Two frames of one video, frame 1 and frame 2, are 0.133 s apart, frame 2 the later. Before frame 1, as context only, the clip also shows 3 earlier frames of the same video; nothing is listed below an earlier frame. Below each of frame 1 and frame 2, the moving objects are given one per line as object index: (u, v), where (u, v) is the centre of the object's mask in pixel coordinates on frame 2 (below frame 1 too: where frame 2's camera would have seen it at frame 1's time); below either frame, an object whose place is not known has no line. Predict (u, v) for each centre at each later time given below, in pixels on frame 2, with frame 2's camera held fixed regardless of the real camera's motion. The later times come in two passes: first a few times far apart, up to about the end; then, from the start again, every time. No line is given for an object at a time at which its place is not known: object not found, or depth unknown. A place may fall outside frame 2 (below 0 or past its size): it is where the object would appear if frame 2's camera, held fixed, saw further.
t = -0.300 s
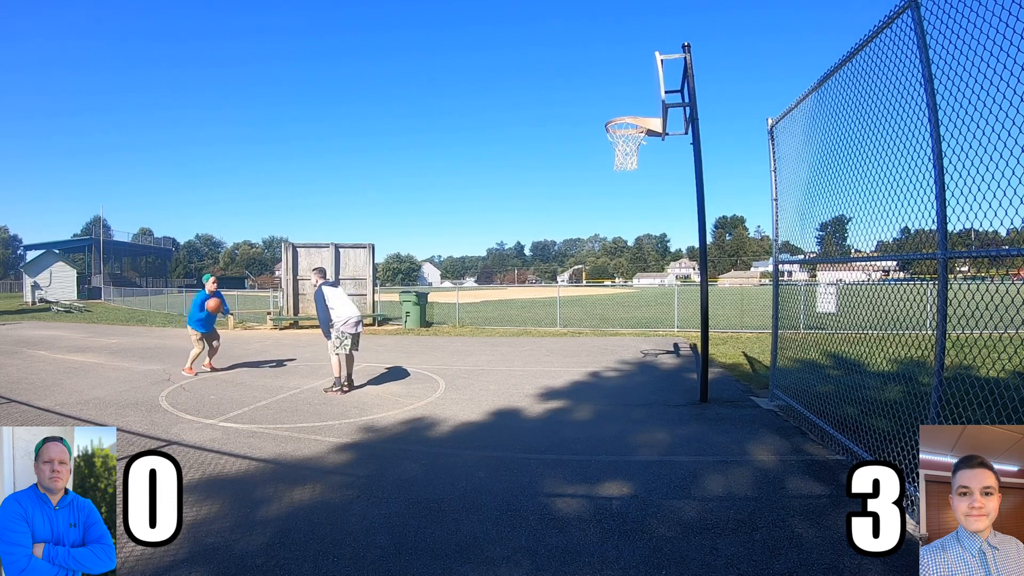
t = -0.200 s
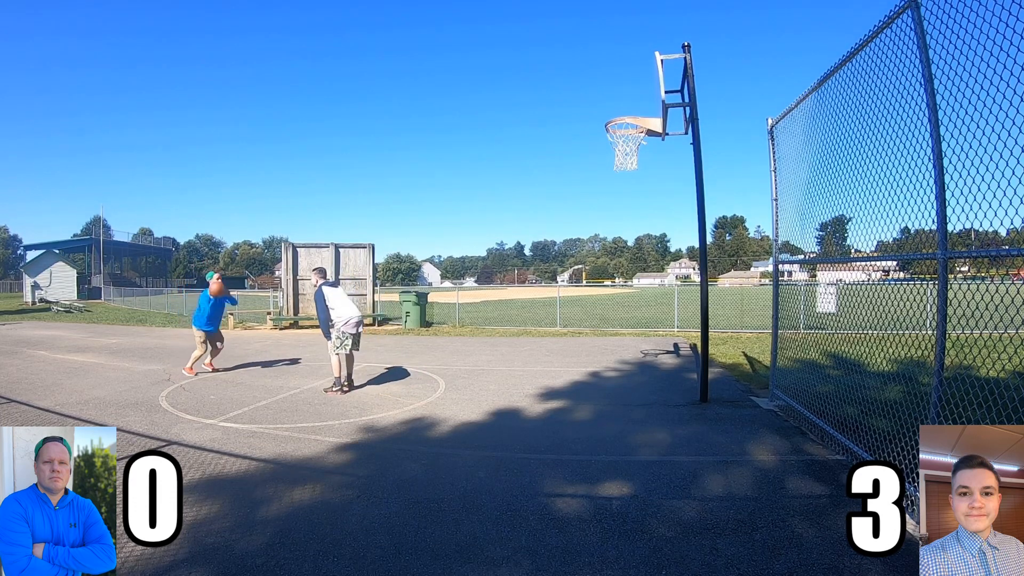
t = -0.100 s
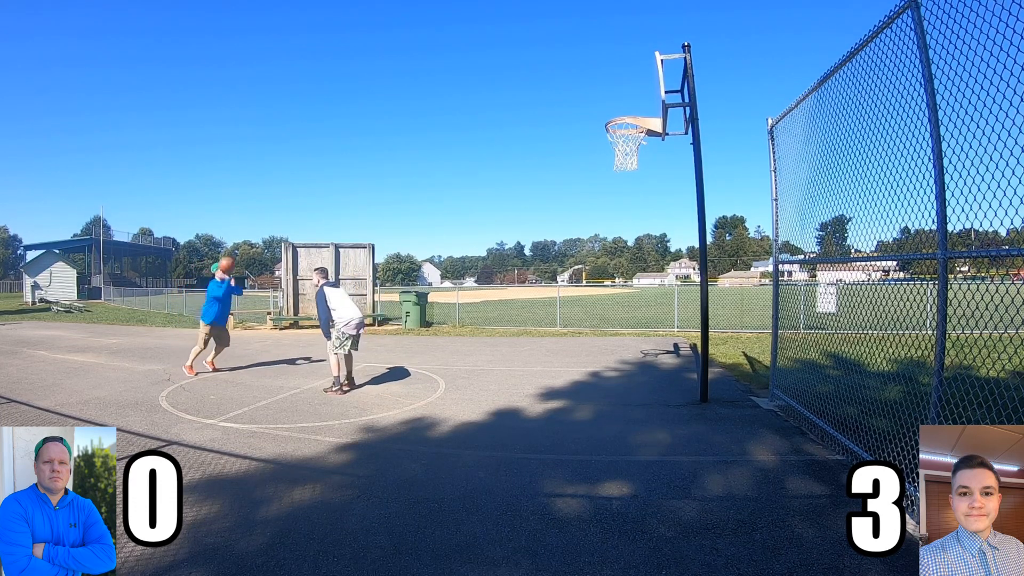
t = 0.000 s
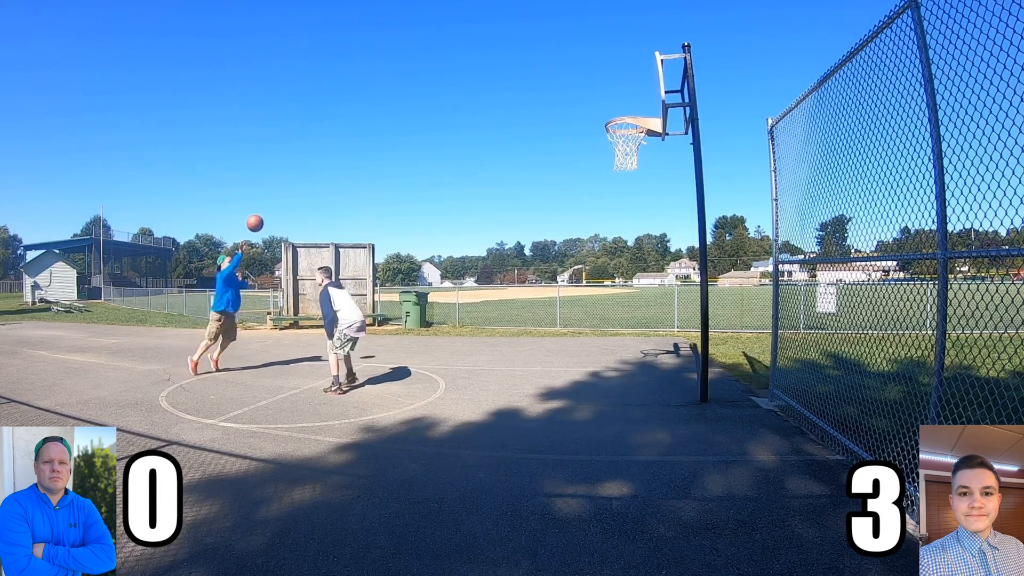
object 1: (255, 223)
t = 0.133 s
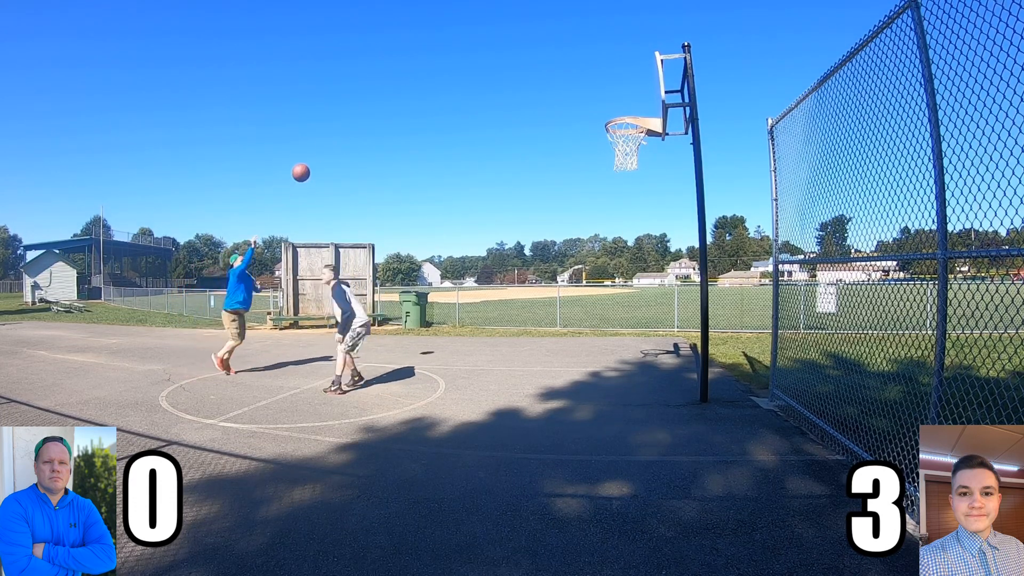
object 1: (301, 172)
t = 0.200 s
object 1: (326, 151)
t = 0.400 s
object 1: (407, 107)
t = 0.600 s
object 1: (495, 95)
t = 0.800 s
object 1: (589, 117)
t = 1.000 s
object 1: (535, 100)
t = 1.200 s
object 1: (468, 108)
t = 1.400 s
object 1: (404, 148)
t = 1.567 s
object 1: (356, 204)
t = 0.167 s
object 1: (313, 161)
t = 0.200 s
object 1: (326, 151)
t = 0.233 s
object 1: (338, 142)
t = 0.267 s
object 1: (352, 133)
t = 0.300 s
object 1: (365, 126)
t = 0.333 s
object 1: (379, 119)
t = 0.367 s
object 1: (393, 113)
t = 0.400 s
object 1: (407, 107)
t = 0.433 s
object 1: (421, 103)
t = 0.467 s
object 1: (435, 100)
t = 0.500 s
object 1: (450, 97)
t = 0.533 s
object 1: (465, 95)
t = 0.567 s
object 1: (479, 94)
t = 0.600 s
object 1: (495, 95)
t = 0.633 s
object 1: (510, 96)
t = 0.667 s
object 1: (526, 98)
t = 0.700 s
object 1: (541, 101)
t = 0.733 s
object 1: (557, 105)
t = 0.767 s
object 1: (573, 110)
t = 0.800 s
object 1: (589, 117)
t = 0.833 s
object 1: (595, 119)
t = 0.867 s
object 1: (583, 114)
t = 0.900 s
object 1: (571, 109)
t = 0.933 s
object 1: (559, 105)
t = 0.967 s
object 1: (547, 102)
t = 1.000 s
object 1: (535, 100)
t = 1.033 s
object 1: (524, 99)
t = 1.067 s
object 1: (512, 99)
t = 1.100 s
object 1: (501, 100)
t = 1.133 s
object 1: (490, 101)
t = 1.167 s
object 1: (478, 104)
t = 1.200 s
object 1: (468, 108)
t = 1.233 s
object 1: (457, 112)
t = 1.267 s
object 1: (446, 118)
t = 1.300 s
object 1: (435, 124)
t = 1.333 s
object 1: (425, 131)
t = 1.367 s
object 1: (415, 139)
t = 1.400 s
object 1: (404, 148)
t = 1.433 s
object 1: (394, 157)
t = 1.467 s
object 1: (385, 168)
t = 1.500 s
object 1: (375, 179)
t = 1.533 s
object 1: (365, 191)
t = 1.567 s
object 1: (356, 204)
